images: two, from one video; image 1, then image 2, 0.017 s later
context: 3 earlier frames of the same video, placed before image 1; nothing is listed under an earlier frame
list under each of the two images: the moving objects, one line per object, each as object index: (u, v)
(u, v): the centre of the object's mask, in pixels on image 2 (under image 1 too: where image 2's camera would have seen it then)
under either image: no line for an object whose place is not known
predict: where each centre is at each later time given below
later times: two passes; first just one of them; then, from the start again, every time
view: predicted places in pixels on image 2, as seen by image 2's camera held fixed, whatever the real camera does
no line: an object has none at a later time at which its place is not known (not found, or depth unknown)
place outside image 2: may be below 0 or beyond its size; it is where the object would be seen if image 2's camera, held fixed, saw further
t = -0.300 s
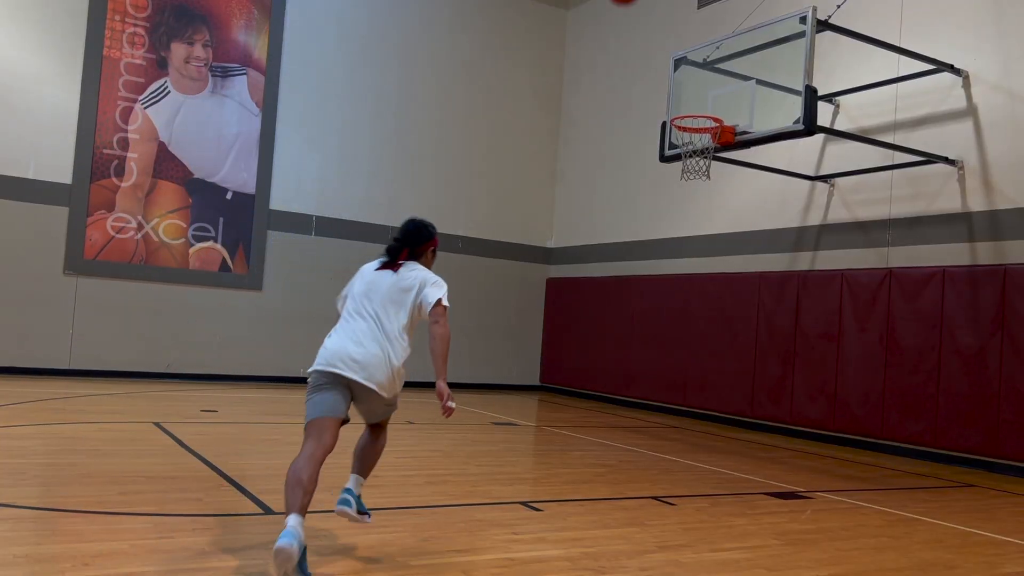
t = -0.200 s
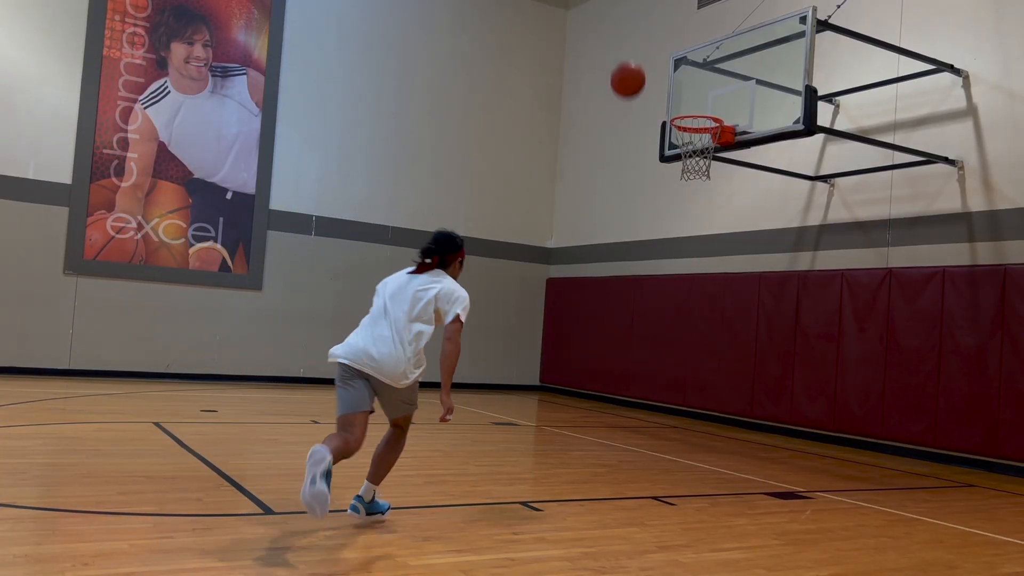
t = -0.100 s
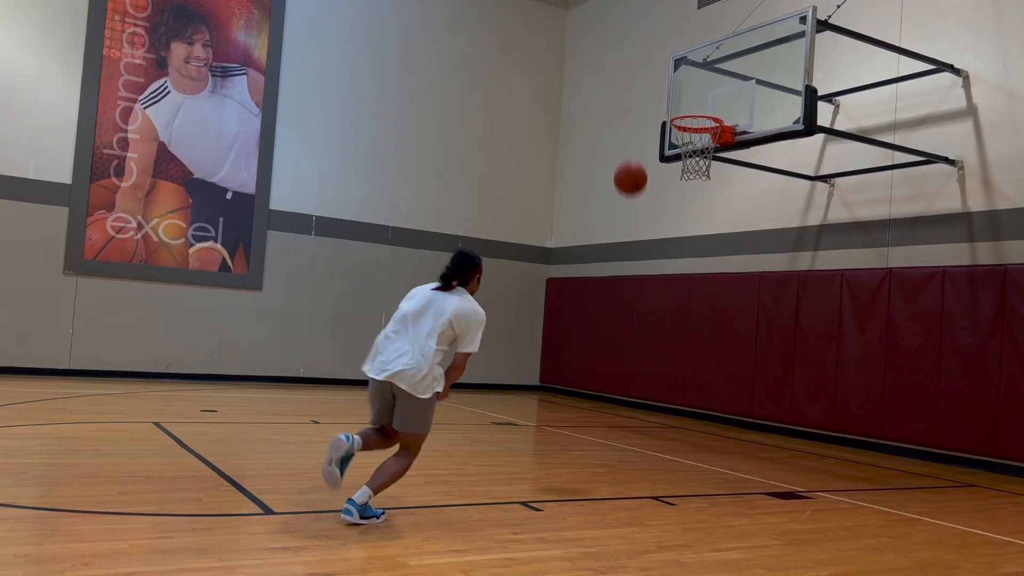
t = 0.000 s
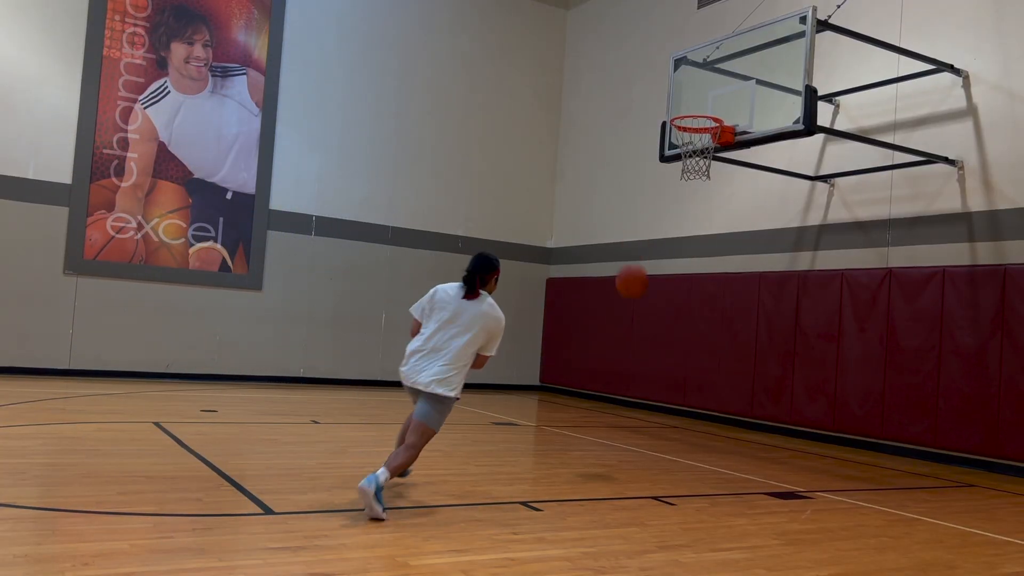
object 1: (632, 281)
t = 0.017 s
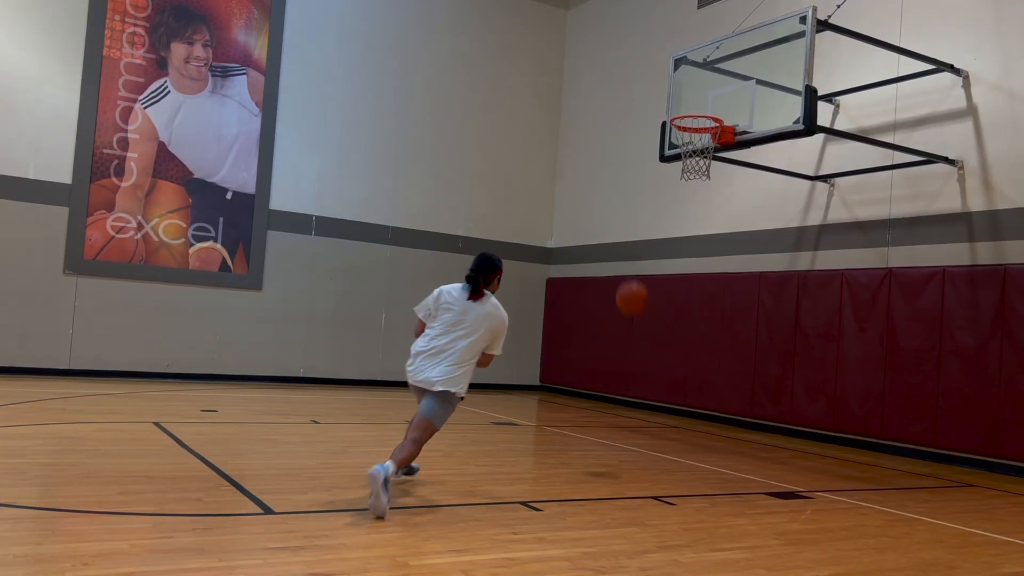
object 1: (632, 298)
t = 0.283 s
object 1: (642, 356)
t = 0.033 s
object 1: (632, 315)
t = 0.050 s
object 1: (632, 332)
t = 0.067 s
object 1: (632, 350)
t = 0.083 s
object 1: (632, 367)
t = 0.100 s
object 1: (632, 385)
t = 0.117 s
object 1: (633, 402)
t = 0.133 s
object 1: (633, 421)
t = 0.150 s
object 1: (633, 440)
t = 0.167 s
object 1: (633, 448)
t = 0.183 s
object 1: (635, 433)
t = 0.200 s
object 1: (636, 419)
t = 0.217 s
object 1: (637, 404)
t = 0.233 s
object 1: (638, 393)
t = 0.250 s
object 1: (639, 381)
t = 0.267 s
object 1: (641, 368)
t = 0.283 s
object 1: (642, 356)
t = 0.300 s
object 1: (643, 345)
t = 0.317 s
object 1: (644, 333)
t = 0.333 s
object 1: (646, 323)
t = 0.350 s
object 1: (646, 312)
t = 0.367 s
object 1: (648, 302)
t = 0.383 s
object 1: (649, 292)
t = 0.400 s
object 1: (650, 284)
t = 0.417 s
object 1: (651, 275)
